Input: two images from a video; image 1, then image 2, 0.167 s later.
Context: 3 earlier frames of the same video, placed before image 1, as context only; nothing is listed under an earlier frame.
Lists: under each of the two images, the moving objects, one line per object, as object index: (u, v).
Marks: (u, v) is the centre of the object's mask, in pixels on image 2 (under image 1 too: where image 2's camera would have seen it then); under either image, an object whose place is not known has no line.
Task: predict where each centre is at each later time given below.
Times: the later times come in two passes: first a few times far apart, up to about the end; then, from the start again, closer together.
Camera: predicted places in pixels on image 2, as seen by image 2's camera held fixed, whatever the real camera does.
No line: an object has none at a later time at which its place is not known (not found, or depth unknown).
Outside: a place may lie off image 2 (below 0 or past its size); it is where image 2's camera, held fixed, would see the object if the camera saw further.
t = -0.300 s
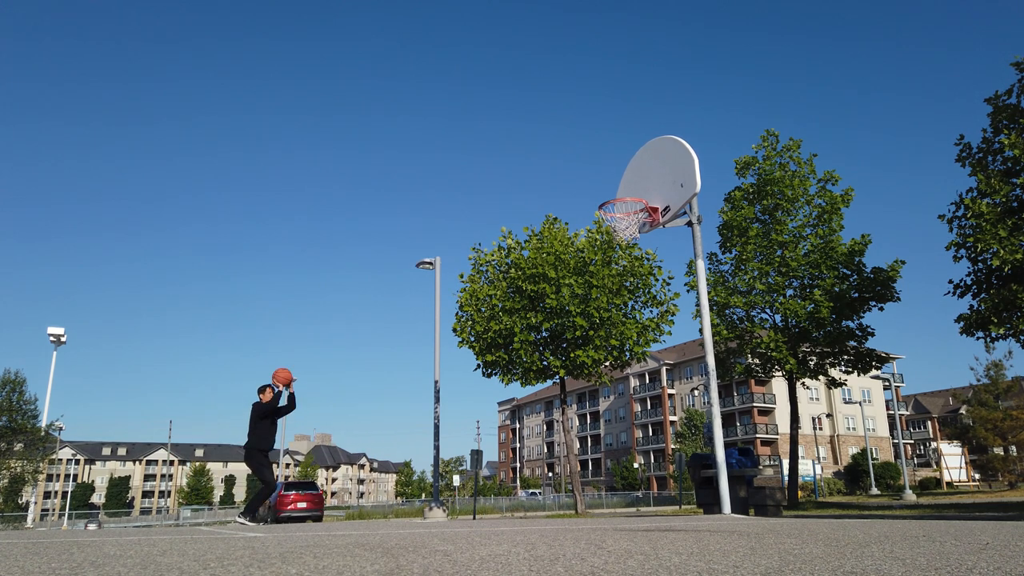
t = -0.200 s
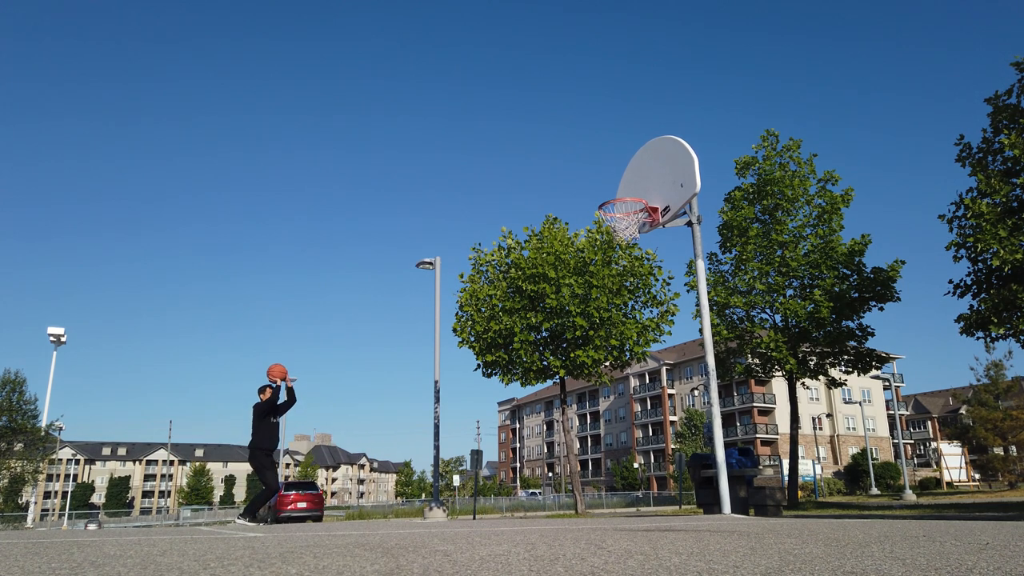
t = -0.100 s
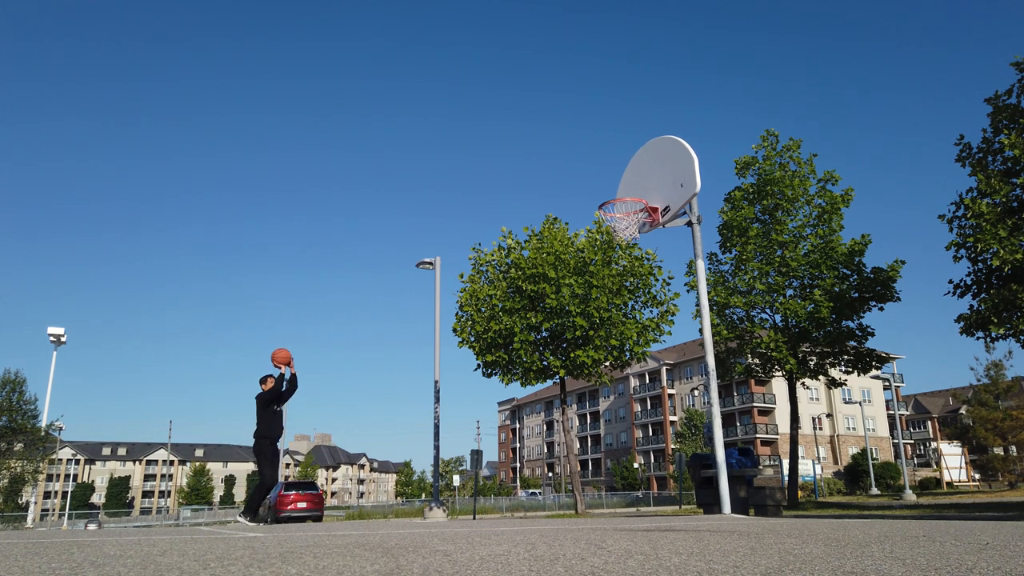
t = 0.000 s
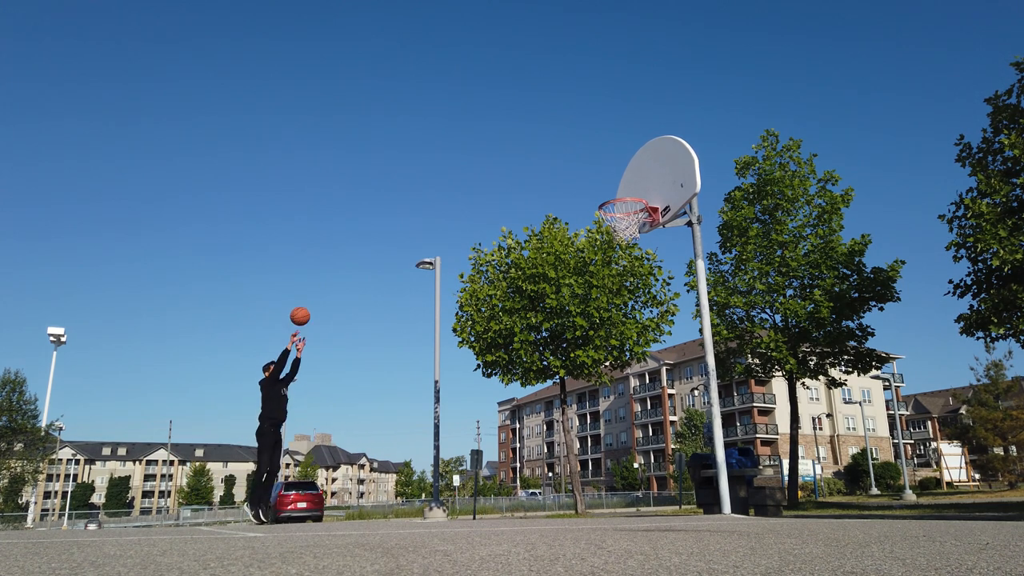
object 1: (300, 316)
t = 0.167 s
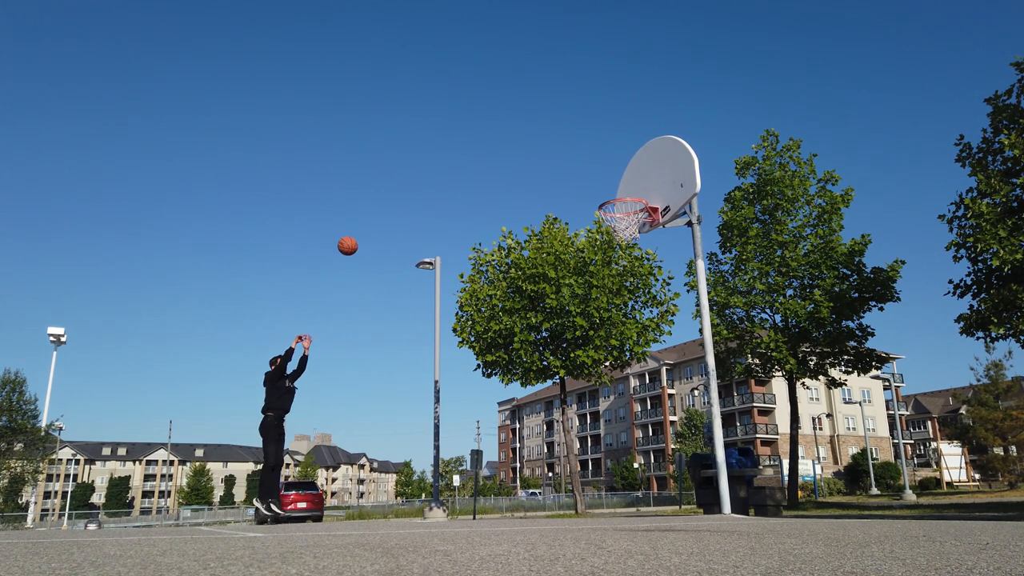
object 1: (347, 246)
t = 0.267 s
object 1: (376, 212)
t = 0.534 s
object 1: (455, 158)
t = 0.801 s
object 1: (543, 155)
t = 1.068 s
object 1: (631, 214)
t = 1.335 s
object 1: (619, 245)
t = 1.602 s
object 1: (619, 324)
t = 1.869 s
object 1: (625, 498)
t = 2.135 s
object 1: (626, 363)
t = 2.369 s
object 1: (631, 298)
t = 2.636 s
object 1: (641, 295)
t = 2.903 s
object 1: (658, 386)
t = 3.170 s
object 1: (673, 441)
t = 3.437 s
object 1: (676, 332)
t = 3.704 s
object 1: (688, 321)
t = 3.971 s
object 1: (712, 428)
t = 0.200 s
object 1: (357, 234)
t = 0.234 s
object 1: (366, 223)
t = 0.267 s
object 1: (376, 212)
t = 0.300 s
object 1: (386, 203)
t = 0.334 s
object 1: (395, 194)
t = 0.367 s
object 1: (405, 186)
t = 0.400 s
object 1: (415, 179)
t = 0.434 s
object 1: (425, 172)
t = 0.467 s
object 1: (435, 166)
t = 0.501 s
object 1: (445, 161)
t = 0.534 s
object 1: (455, 158)
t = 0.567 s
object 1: (465, 154)
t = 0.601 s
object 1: (476, 152)
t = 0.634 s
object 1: (486, 150)
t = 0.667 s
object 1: (497, 149)
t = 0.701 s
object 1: (508, 149)
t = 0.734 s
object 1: (519, 150)
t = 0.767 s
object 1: (531, 152)
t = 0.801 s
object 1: (543, 155)
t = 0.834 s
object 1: (555, 159)
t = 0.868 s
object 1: (567, 164)
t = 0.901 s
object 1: (580, 170)
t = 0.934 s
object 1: (592, 177)
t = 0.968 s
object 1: (606, 186)
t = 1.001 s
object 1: (619, 192)
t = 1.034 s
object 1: (628, 205)
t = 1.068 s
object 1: (631, 214)
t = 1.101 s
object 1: (633, 218)
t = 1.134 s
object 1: (629, 225)
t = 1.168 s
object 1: (626, 228)
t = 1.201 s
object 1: (623, 230)
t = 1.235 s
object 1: (621, 234)
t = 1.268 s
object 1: (619, 241)
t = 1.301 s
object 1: (619, 242)
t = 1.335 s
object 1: (619, 245)
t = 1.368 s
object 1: (619, 251)
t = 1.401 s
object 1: (618, 257)
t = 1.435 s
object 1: (618, 266)
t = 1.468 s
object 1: (618, 275)
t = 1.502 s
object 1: (618, 285)
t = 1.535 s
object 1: (619, 297)
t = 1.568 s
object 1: (619, 310)
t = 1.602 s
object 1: (619, 324)
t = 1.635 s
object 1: (619, 340)
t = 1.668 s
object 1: (620, 357)
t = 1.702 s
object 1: (620, 376)
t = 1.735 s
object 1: (620, 396)
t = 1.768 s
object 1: (621, 419)
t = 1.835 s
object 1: (624, 469)
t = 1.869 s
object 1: (625, 498)
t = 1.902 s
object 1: (625, 490)
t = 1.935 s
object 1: (626, 468)
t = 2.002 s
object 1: (625, 428)
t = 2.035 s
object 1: (625, 409)
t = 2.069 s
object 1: (625, 393)
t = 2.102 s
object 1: (625, 377)
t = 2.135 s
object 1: (626, 363)
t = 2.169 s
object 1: (626, 350)
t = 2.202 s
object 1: (627, 339)
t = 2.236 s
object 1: (628, 328)
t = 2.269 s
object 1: (628, 319)
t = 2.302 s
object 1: (629, 311)
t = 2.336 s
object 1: (630, 304)
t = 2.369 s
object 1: (631, 298)
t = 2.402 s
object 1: (632, 293)
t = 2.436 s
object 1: (632, 290)
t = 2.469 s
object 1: (634, 287)
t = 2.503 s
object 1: (634, 287)
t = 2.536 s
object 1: (636, 287)
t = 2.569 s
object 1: (637, 288)
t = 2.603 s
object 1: (639, 291)
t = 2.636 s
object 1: (641, 295)
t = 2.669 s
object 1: (642, 301)
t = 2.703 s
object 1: (644, 309)
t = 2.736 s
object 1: (646, 317)
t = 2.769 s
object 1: (648, 328)
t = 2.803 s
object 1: (650, 339)
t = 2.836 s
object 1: (652, 353)
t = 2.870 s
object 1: (655, 368)
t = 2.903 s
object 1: (658, 386)
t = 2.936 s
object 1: (661, 406)
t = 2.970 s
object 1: (664, 427)
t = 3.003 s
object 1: (667, 451)
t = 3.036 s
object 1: (670, 478)
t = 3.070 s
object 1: (674, 506)
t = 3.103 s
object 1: (674, 483)
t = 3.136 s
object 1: (673, 462)
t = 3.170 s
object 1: (673, 441)
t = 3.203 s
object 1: (673, 422)
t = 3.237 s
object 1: (673, 405)
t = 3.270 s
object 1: (673, 389)
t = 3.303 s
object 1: (674, 374)
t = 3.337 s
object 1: (674, 362)
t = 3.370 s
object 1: (674, 350)
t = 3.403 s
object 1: (675, 340)
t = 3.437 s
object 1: (676, 332)
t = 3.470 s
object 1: (677, 325)
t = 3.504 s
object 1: (678, 319)
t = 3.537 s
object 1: (680, 316)
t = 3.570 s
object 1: (681, 313)
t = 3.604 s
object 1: (683, 313)
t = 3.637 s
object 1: (684, 313)
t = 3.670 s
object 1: (686, 316)
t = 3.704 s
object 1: (688, 321)
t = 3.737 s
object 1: (691, 327)
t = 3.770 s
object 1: (693, 335)
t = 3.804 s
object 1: (696, 345)
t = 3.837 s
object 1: (699, 357)
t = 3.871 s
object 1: (702, 371)
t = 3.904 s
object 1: (705, 388)
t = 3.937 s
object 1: (709, 406)
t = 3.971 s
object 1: (712, 428)
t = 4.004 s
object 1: (717, 452)
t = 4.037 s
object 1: (722, 479)
